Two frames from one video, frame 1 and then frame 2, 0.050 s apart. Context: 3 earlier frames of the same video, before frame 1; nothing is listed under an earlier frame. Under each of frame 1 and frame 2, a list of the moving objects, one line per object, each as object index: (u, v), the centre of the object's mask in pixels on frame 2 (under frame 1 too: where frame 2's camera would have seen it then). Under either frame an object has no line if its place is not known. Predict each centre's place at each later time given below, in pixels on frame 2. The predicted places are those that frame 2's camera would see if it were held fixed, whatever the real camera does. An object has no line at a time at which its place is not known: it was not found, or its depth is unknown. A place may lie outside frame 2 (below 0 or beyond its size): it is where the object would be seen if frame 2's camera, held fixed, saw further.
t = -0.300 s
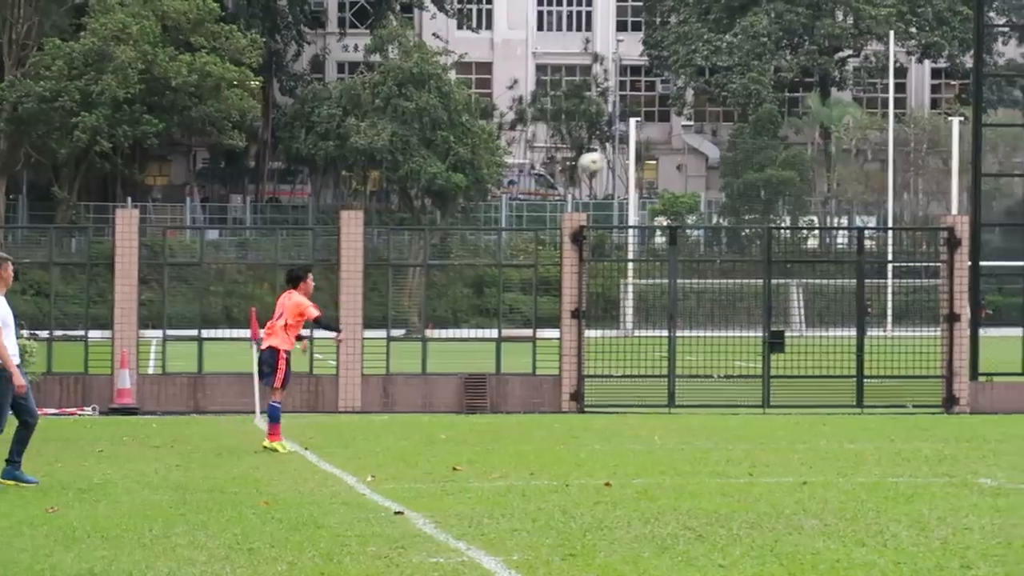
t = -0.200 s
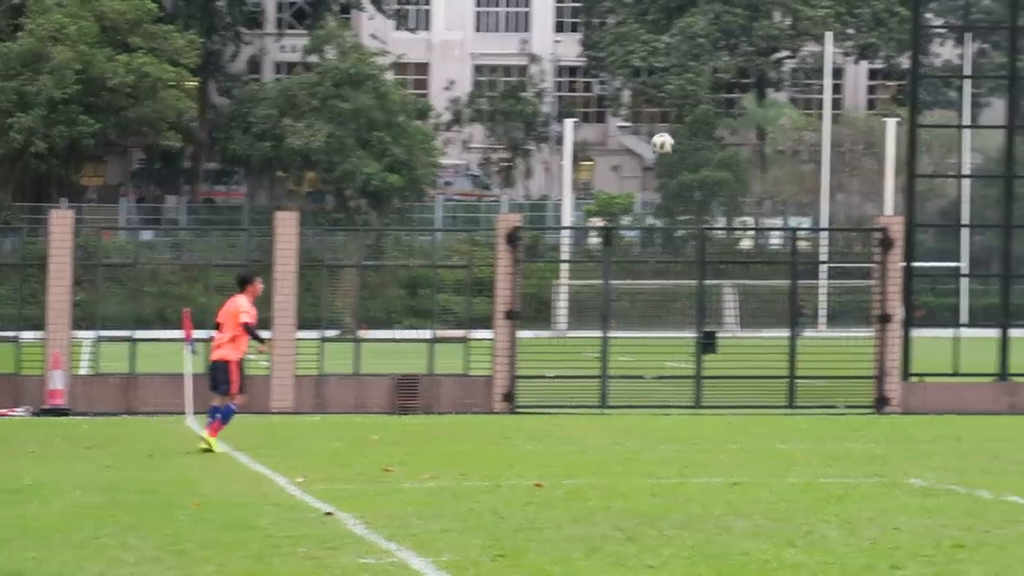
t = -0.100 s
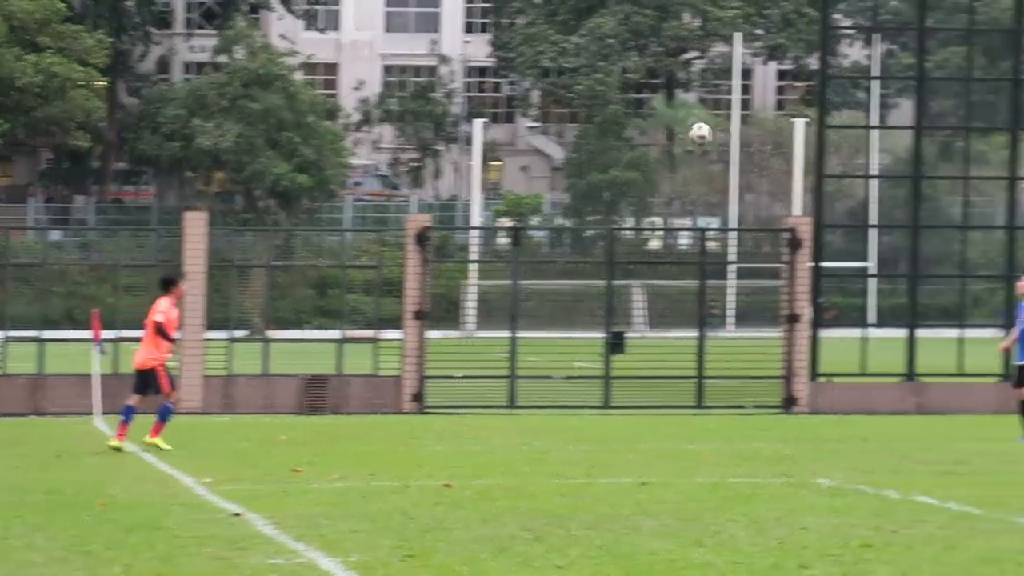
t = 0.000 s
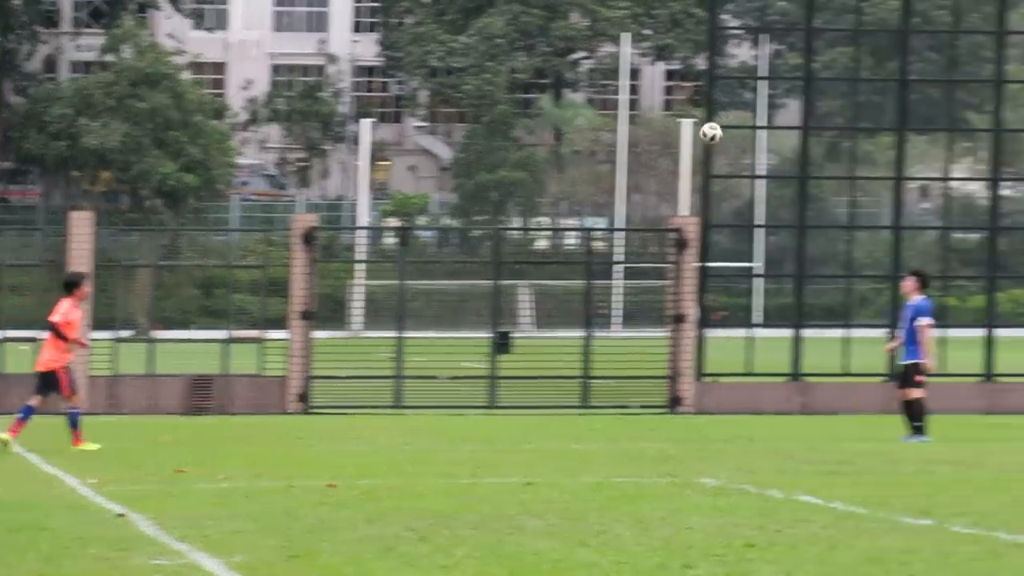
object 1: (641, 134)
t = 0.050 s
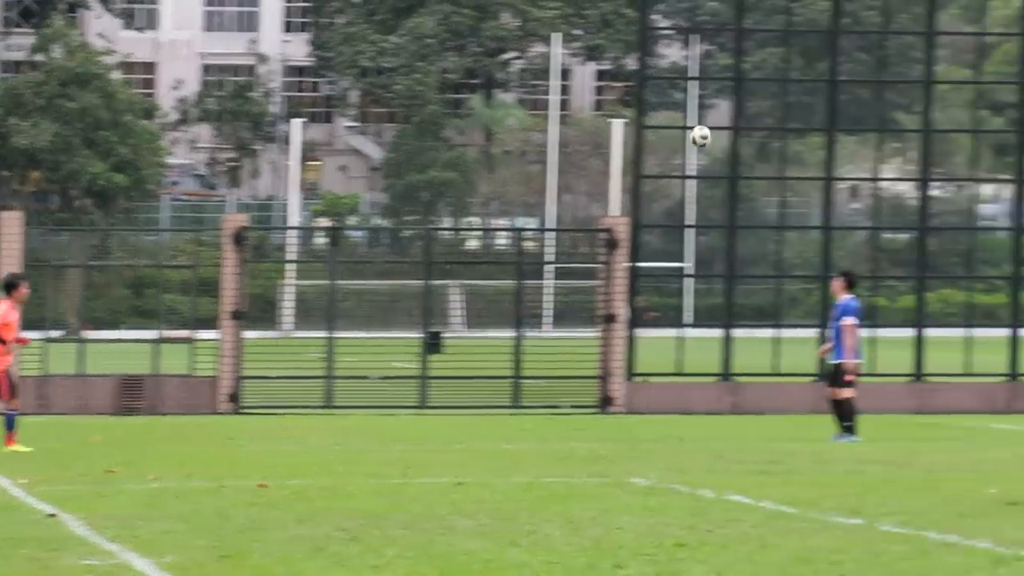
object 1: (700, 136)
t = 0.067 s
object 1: (720, 138)
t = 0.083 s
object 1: (739, 139)
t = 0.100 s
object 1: (758, 141)
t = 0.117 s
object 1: (776, 142)
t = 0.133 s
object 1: (795, 144)
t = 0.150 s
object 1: (813, 146)
